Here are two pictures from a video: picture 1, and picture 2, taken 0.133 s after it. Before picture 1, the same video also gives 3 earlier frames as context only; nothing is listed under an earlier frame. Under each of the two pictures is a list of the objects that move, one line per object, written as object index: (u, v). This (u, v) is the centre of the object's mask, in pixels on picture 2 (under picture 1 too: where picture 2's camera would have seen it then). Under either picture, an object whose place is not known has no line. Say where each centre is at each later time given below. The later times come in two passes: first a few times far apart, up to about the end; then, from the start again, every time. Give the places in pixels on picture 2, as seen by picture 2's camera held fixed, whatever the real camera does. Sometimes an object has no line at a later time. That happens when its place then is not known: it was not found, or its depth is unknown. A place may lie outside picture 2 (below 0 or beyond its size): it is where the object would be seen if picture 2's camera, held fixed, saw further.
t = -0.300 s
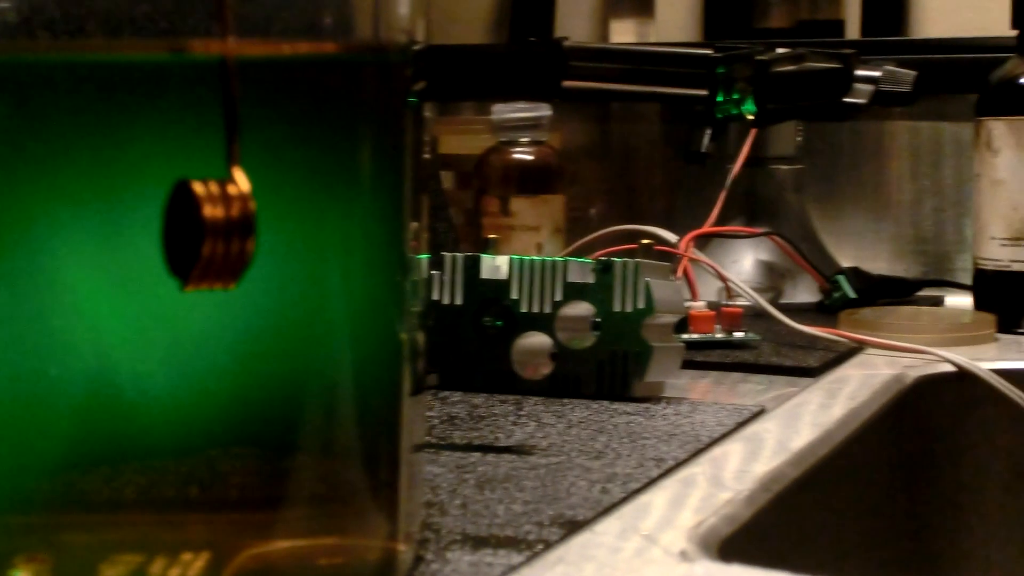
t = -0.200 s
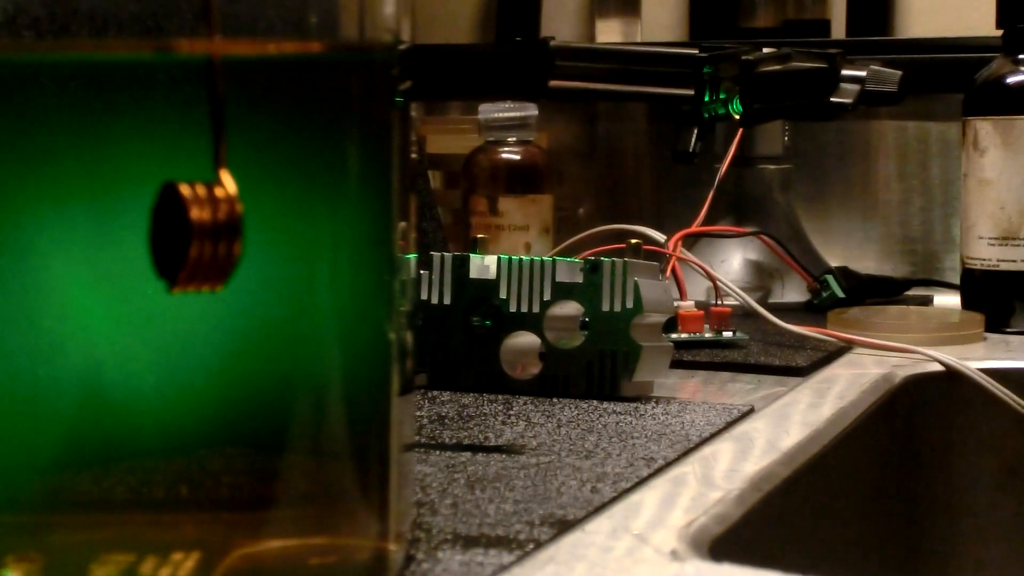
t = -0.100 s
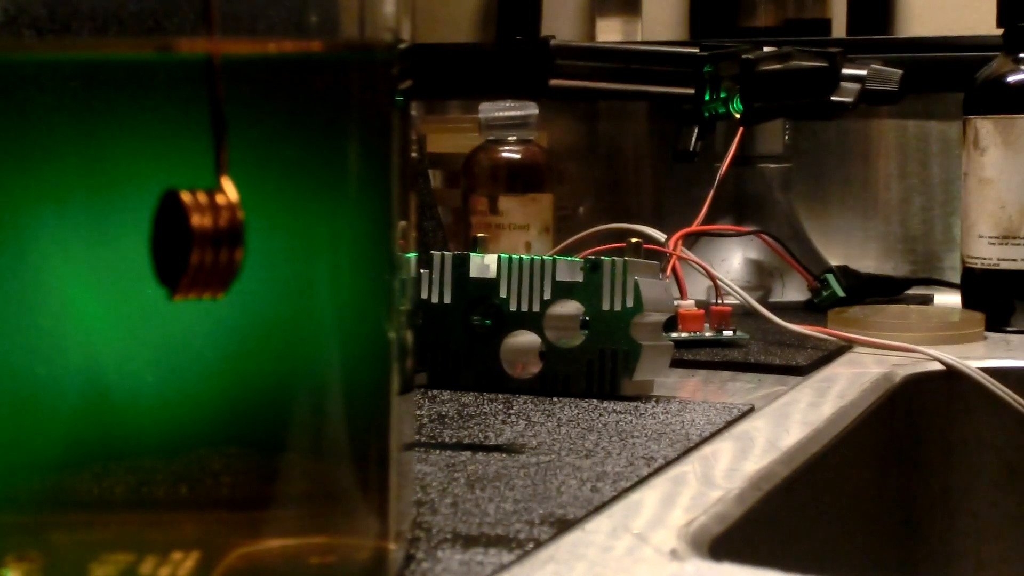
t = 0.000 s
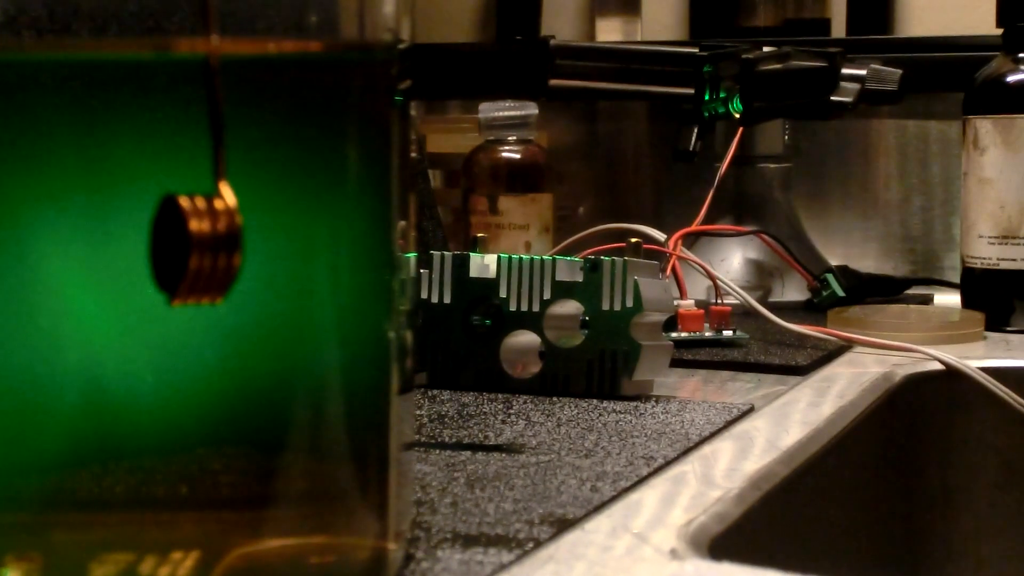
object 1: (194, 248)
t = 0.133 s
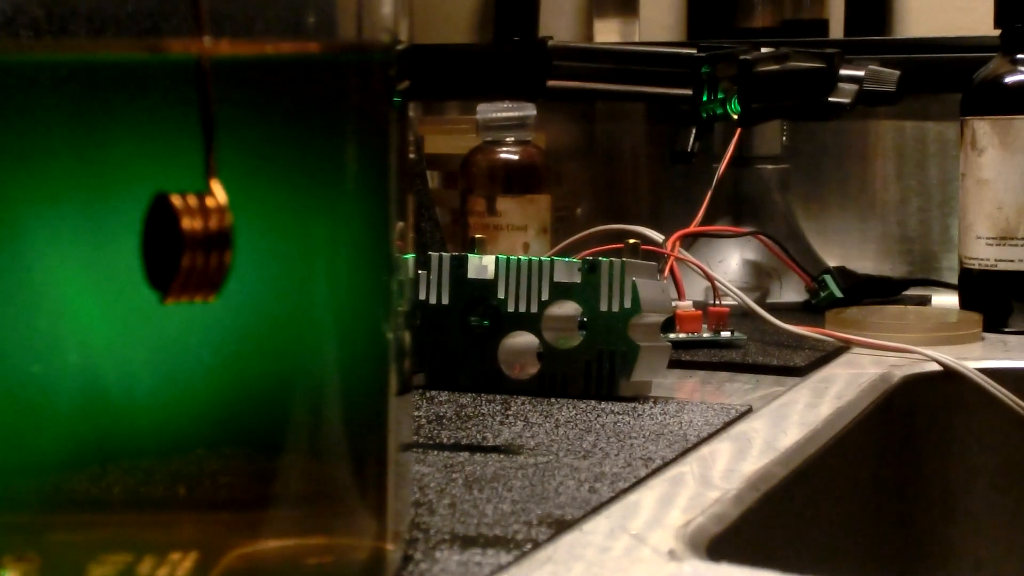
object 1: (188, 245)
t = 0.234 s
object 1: (184, 245)
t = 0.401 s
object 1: (178, 237)
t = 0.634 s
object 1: (191, 227)
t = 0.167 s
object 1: (185, 245)
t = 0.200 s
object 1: (184, 246)
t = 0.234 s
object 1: (184, 245)
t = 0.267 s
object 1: (182, 243)
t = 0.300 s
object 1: (178, 241)
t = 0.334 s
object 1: (175, 241)
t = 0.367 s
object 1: (176, 239)
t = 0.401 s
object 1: (178, 237)
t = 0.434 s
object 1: (181, 233)
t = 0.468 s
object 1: (181, 231)
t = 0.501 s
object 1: (182, 229)
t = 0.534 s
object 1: (184, 228)
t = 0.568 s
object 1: (186, 228)
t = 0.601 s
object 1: (189, 227)
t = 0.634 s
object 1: (191, 227)
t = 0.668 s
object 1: (194, 226)
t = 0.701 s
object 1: (197, 226)
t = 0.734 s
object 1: (202, 227)
